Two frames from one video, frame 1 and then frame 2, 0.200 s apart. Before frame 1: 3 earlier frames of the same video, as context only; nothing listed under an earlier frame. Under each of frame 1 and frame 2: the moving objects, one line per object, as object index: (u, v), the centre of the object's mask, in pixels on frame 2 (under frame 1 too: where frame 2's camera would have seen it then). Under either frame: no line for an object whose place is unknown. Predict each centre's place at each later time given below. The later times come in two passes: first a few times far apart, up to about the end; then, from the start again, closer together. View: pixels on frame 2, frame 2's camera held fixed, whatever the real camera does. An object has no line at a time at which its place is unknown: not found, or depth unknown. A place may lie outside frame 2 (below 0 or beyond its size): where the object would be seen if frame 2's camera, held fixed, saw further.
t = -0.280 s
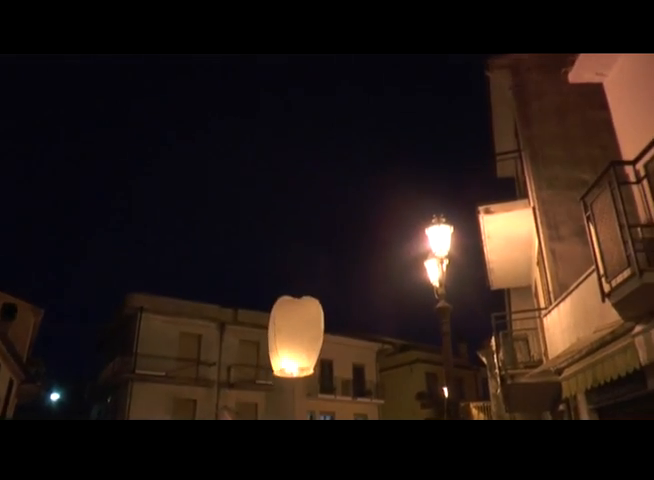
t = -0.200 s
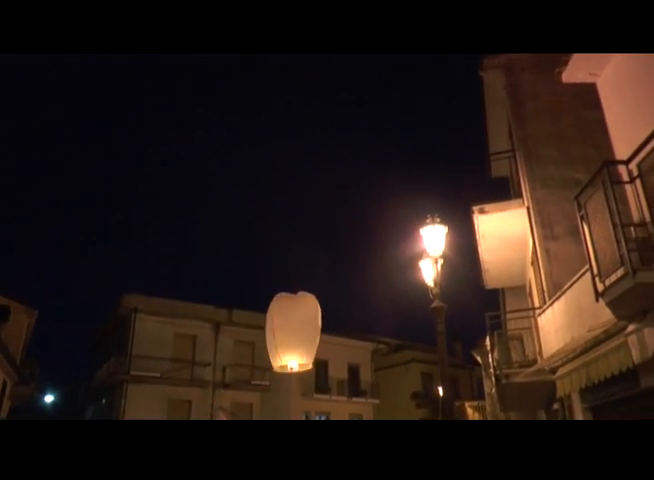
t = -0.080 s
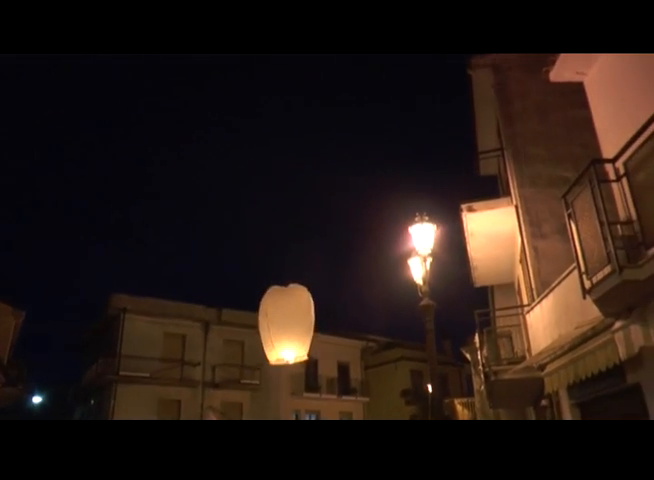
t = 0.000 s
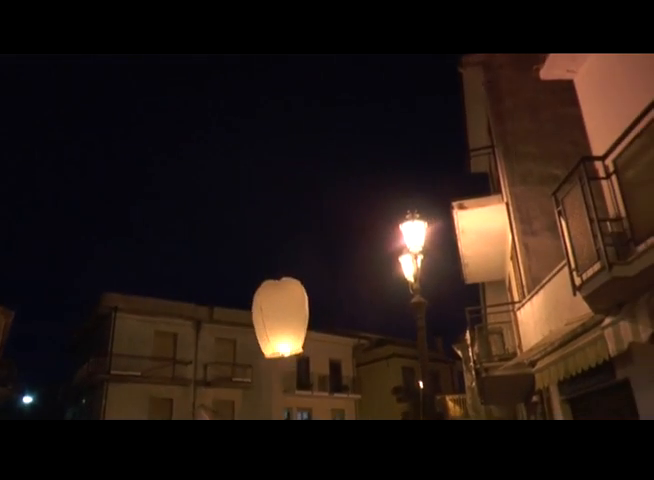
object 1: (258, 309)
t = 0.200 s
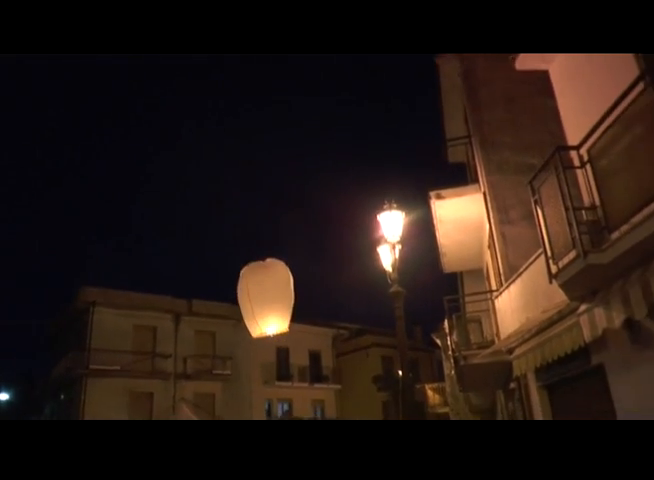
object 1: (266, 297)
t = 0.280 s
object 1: (270, 292)
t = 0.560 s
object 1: (282, 274)
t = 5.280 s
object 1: (408, 88)
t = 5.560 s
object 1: (415, 83)
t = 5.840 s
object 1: (420, 79)
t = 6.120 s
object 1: (426, 76)
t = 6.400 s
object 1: (431, 72)
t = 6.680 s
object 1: (436, 69)
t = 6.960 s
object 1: (439, 66)
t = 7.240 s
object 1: (438, 70)
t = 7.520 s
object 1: (436, 74)
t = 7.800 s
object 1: (434, 78)
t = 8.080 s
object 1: (433, 81)
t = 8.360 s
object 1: (431, 81)
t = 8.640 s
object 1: (427, 81)
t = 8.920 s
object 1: (422, 82)
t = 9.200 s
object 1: (415, 81)
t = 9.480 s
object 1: (411, 77)
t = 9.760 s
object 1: (410, 72)
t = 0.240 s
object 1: (268, 294)
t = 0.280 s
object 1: (270, 292)
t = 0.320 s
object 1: (271, 289)
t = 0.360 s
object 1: (273, 286)
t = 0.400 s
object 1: (274, 284)
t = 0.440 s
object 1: (276, 281)
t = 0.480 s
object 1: (278, 279)
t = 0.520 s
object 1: (280, 276)
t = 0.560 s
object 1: (282, 274)
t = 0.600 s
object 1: (284, 272)
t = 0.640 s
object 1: (286, 269)
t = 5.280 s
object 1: (408, 88)
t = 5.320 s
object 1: (409, 87)
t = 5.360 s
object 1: (410, 86)
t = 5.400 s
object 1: (411, 85)
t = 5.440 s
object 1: (412, 85)
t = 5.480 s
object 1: (413, 84)
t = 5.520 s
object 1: (414, 84)
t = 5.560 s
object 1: (415, 83)
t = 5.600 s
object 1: (415, 83)
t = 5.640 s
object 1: (416, 82)
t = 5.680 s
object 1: (417, 82)
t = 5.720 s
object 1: (418, 81)
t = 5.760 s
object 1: (419, 80)
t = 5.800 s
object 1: (419, 80)
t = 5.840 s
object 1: (420, 79)
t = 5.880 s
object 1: (421, 79)
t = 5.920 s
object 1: (422, 78)
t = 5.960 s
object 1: (423, 78)
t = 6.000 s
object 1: (424, 77)
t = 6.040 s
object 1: (425, 77)
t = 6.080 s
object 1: (426, 76)
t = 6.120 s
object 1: (426, 76)
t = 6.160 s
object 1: (427, 75)
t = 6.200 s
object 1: (428, 75)
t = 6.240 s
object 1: (429, 74)
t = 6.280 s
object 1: (429, 74)
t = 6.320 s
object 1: (430, 73)
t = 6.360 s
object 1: (431, 73)
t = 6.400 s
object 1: (431, 72)
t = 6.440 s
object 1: (432, 72)
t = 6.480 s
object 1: (432, 72)
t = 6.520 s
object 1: (433, 71)
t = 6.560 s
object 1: (434, 70)
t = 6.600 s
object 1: (435, 70)
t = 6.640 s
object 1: (435, 69)
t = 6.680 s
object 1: (436, 69)
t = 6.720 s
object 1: (436, 68)
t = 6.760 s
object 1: (437, 67)
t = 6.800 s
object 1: (438, 67)
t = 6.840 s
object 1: (438, 66)
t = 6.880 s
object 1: (438, 66)
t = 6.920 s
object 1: (439, 66)
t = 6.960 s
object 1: (439, 66)
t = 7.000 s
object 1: (439, 66)
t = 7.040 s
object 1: (439, 66)
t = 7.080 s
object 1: (439, 66)
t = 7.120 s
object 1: (439, 68)
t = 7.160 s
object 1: (438, 68)
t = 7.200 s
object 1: (438, 69)
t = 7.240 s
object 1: (438, 70)
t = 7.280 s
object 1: (438, 70)
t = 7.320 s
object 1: (438, 71)
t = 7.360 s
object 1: (437, 72)
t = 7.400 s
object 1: (437, 72)
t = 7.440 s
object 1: (437, 73)
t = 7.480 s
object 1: (437, 73)
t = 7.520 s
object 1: (436, 74)
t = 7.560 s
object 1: (436, 75)
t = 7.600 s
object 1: (435, 76)
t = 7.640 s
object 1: (435, 76)
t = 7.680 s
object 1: (435, 77)
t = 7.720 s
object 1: (435, 77)
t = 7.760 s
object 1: (434, 78)
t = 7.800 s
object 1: (434, 78)
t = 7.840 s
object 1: (434, 79)
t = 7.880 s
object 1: (434, 79)
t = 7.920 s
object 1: (434, 79)
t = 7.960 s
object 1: (434, 80)
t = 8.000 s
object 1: (434, 80)
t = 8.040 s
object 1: (434, 80)
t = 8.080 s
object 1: (433, 81)
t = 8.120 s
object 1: (433, 81)
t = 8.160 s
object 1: (433, 81)
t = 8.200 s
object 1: (433, 81)
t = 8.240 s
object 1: (432, 81)
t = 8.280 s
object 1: (432, 81)
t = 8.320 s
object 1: (432, 81)
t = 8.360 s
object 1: (431, 81)
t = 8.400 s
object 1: (431, 81)
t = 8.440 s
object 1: (430, 81)
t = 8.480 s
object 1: (430, 81)
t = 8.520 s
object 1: (429, 81)
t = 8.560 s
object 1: (429, 81)
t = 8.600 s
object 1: (428, 81)
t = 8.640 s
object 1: (427, 81)
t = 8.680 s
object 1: (427, 81)
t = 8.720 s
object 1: (426, 81)
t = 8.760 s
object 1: (425, 81)
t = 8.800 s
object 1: (424, 81)
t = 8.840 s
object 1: (423, 81)
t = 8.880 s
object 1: (422, 82)
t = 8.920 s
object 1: (422, 82)
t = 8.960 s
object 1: (421, 82)
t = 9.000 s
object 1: (420, 82)
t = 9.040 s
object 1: (419, 82)
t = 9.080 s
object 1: (418, 82)
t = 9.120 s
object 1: (417, 81)
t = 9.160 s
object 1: (416, 81)
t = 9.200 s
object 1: (415, 81)
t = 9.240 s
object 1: (415, 80)
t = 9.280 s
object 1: (414, 79)
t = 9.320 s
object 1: (414, 79)
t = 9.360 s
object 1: (413, 79)
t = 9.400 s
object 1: (413, 78)
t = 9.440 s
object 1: (412, 77)
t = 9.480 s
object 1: (411, 77)
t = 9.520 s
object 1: (411, 76)
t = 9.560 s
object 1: (411, 76)
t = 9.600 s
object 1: (411, 75)
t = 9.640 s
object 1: (410, 74)
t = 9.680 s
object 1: (410, 74)
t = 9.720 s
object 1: (410, 73)
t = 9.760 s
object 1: (410, 72)
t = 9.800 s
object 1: (410, 71)
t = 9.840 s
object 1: (410, 70)
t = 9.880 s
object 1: (410, 69)
